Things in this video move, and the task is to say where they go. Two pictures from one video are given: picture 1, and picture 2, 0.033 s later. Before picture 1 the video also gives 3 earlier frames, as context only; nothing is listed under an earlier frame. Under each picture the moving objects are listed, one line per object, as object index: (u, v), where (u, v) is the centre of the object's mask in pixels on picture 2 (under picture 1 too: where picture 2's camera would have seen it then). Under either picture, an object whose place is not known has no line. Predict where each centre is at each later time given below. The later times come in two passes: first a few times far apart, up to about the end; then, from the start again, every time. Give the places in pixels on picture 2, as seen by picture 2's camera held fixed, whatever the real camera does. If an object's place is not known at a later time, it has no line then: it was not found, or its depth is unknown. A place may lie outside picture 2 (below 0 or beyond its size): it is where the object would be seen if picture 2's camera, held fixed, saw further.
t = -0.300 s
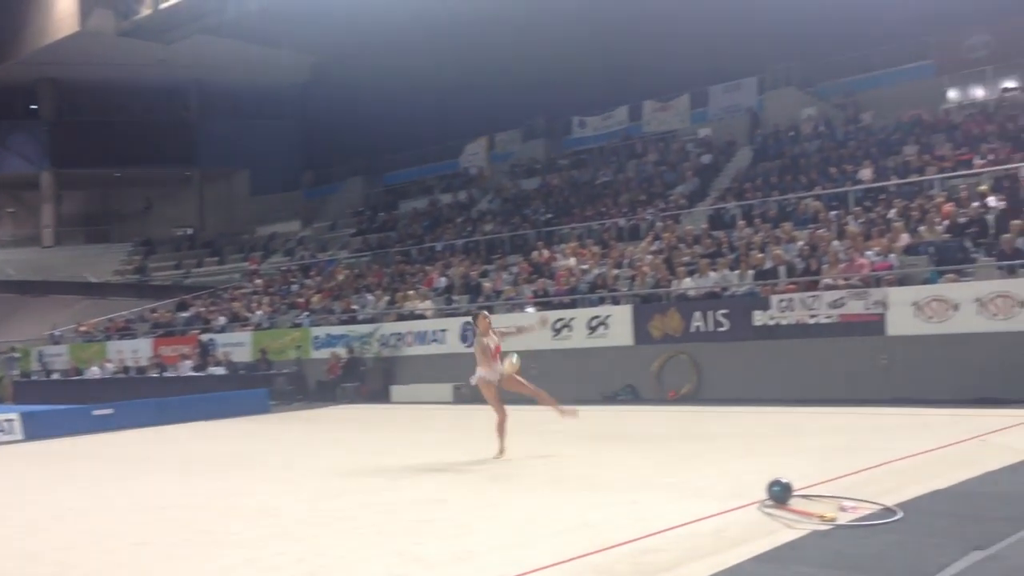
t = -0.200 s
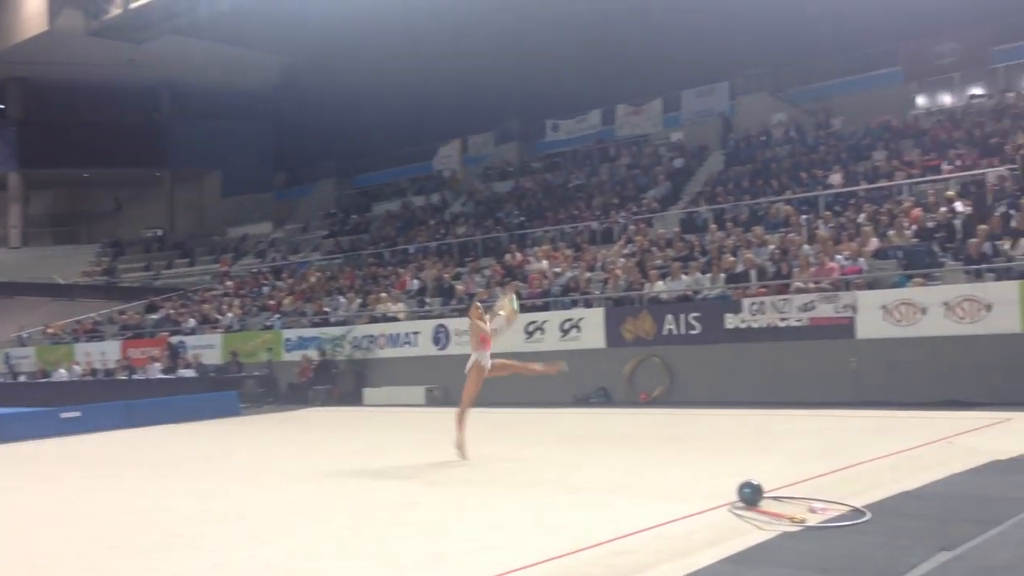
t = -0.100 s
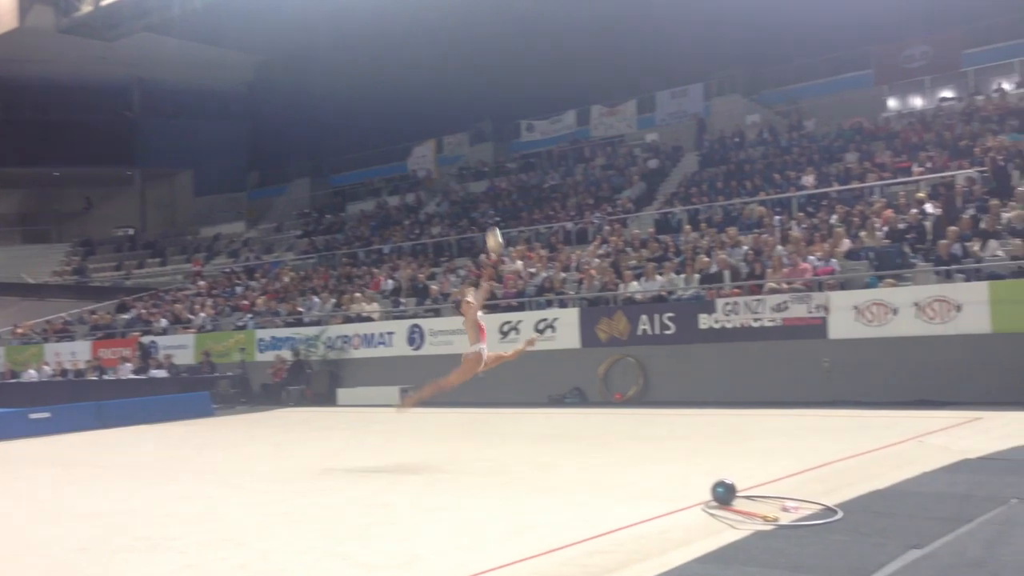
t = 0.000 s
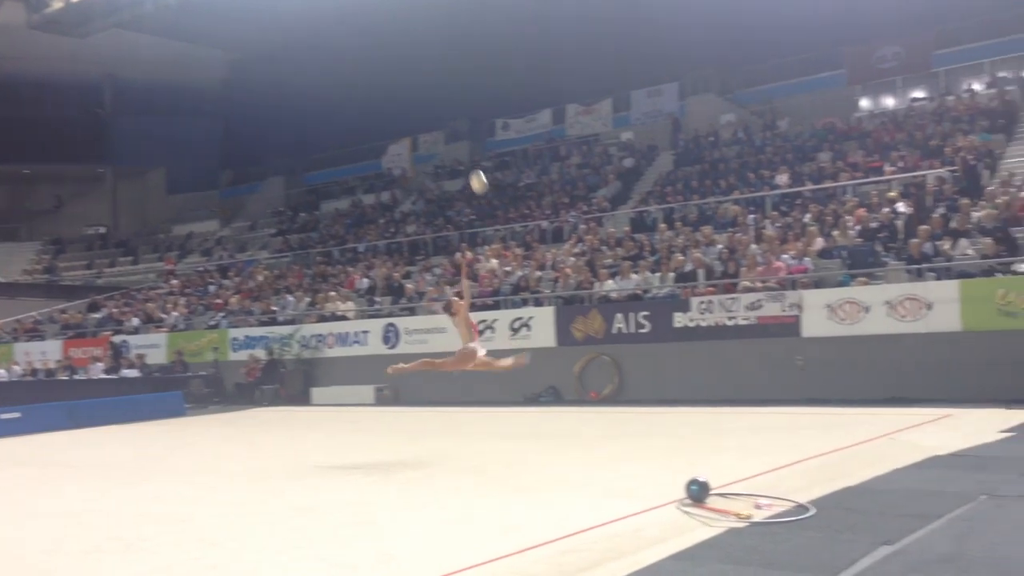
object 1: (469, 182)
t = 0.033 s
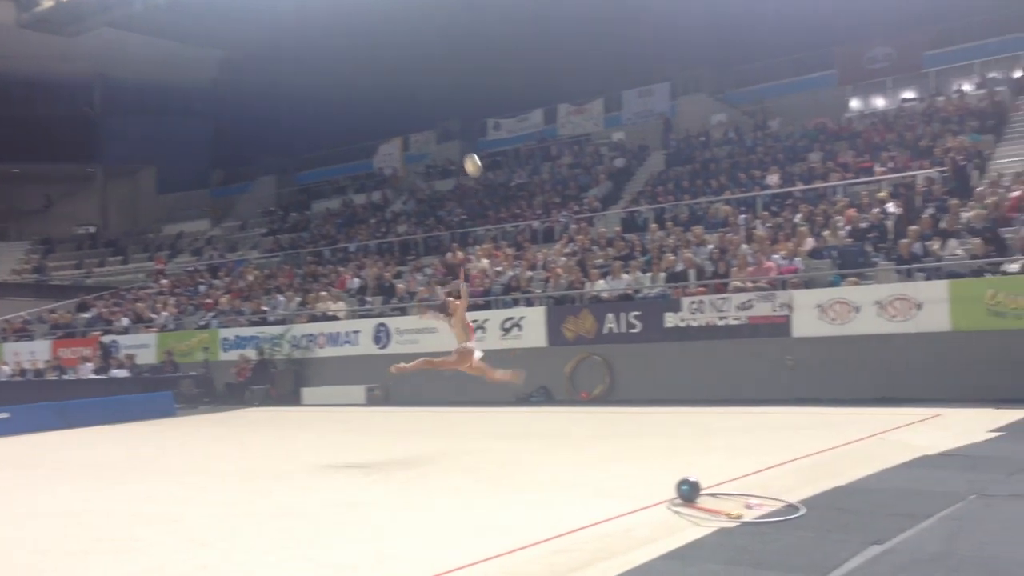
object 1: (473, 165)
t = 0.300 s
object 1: (495, 71)
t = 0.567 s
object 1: (519, 43)
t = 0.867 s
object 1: (549, 84)
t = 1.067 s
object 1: (569, 152)
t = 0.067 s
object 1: (475, 149)
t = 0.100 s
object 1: (478, 135)
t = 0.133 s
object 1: (481, 122)
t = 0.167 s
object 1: (484, 109)
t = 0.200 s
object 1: (487, 98)
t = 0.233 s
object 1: (489, 88)
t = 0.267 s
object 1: (492, 79)
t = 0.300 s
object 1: (495, 71)
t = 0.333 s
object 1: (498, 64)
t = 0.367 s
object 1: (501, 58)
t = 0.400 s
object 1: (504, 53)
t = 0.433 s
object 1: (507, 49)
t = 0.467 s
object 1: (510, 46)
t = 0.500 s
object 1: (513, 44)
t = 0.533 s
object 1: (516, 43)
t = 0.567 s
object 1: (519, 43)
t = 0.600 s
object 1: (522, 44)
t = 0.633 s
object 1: (526, 46)
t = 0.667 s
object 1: (529, 49)
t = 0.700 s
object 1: (532, 52)
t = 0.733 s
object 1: (535, 57)
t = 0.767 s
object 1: (539, 62)
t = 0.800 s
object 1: (542, 68)
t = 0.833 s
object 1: (546, 76)
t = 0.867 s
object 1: (549, 84)
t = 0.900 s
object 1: (553, 93)
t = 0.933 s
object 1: (556, 103)
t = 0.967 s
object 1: (559, 114)
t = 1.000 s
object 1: (561, 127)
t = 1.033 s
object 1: (566, 138)
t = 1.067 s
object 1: (569, 152)
